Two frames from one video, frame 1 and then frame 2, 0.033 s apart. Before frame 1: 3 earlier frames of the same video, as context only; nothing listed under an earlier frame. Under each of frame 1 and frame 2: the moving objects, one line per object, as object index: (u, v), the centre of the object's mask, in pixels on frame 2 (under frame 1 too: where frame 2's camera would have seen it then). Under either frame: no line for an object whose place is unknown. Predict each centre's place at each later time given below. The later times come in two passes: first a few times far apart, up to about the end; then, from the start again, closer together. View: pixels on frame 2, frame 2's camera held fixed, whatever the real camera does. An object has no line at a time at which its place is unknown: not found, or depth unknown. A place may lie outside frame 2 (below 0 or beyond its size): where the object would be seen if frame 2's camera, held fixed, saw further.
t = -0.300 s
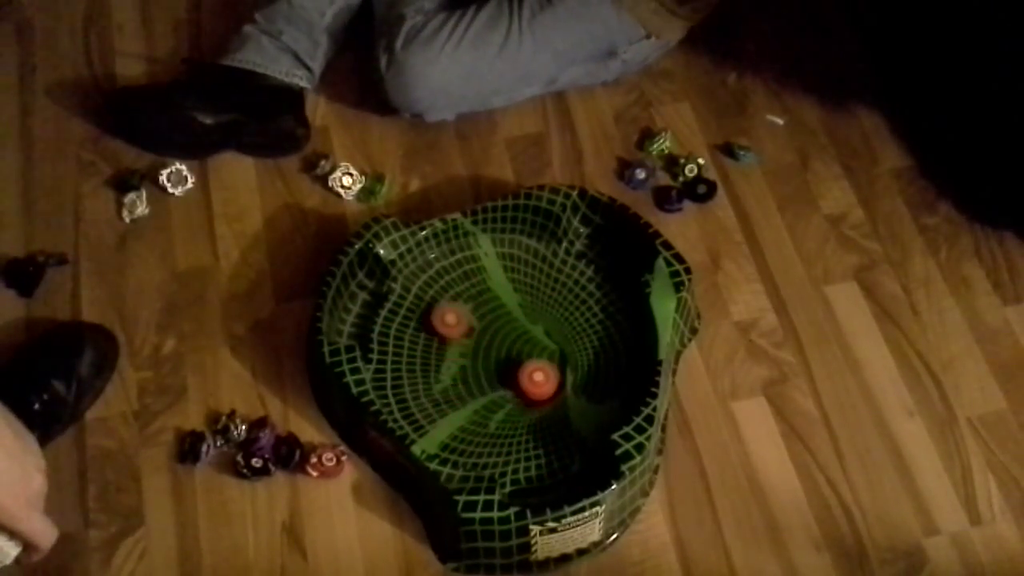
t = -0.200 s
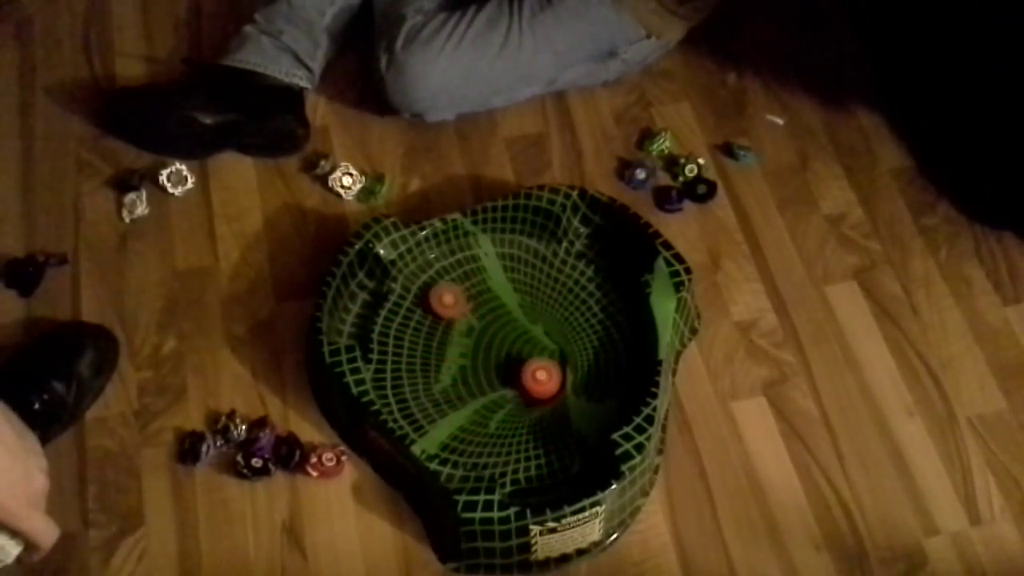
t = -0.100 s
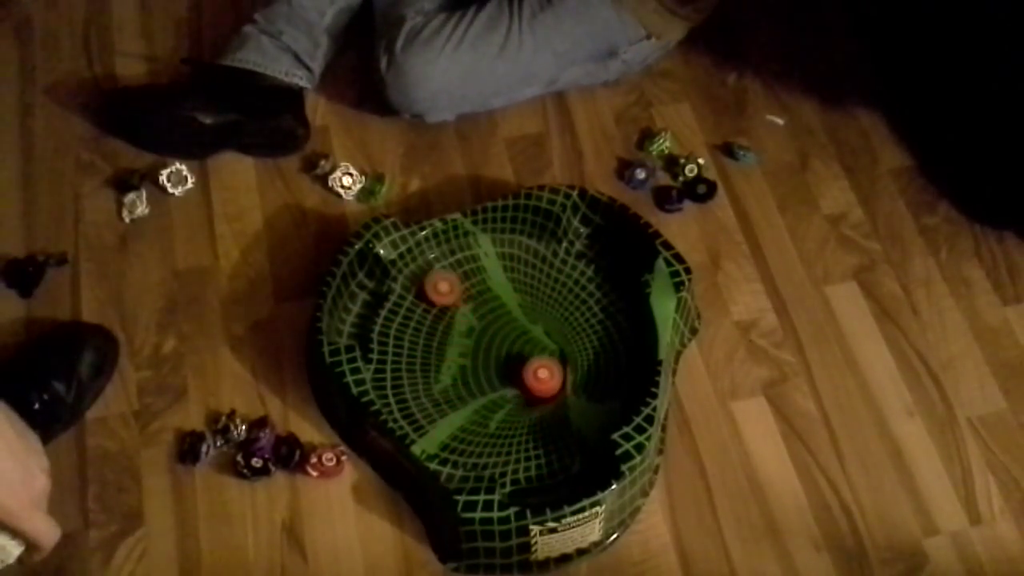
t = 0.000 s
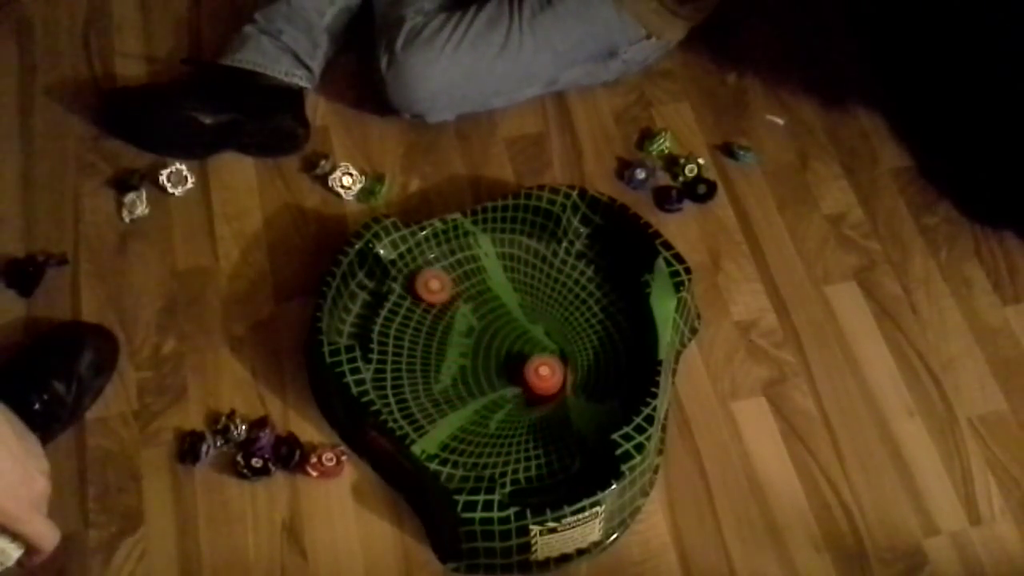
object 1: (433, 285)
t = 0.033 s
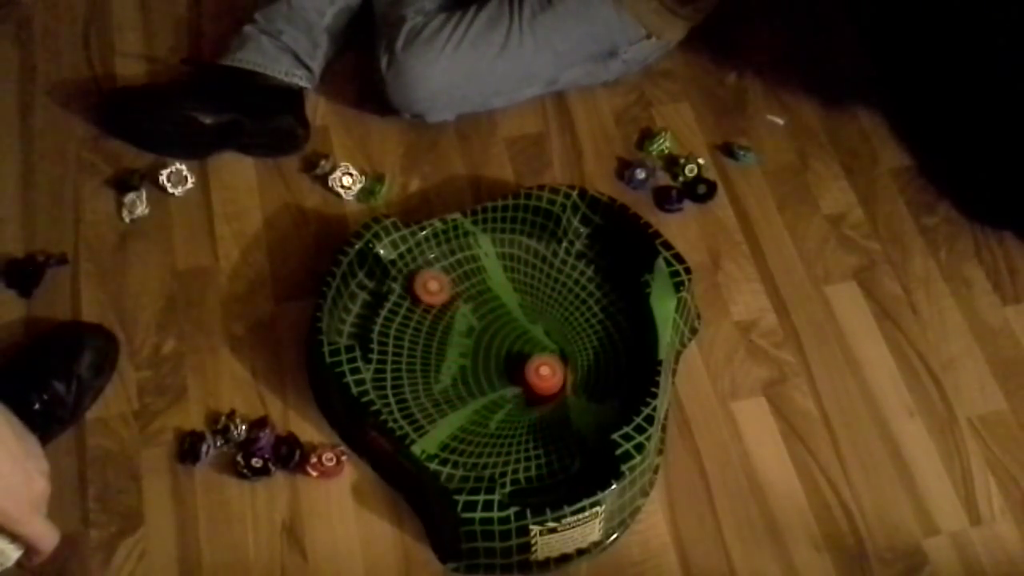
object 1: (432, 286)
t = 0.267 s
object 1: (460, 311)
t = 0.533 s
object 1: (520, 304)
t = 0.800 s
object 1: (558, 282)
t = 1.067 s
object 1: (550, 282)
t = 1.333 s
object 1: (545, 322)
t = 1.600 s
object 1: (566, 363)
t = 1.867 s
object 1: (589, 389)
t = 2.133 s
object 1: (571, 373)
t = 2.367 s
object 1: (525, 385)
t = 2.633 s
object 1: (478, 405)
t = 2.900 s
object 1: (459, 426)
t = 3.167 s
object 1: (481, 399)
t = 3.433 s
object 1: (459, 348)
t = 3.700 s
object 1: (419, 313)
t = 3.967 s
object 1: (443, 343)
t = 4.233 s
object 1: (527, 314)
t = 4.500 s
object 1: (537, 254)
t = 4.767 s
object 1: (490, 294)
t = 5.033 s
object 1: (494, 379)
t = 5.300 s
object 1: (553, 418)
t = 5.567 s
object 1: (578, 364)
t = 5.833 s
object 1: (503, 326)
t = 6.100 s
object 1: (428, 350)
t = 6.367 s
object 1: (440, 409)
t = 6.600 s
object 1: (504, 403)
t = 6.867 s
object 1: (545, 385)
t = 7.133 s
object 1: (552, 375)
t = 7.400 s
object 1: (531, 364)
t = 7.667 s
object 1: (498, 356)
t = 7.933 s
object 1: (469, 359)
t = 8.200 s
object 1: (465, 368)
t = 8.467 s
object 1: (484, 364)
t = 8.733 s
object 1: (507, 346)
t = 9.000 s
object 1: (518, 326)
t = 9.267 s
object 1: (516, 320)
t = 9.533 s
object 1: (508, 333)
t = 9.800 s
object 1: (508, 360)
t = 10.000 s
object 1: (517, 377)
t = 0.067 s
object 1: (432, 289)
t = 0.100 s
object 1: (433, 292)
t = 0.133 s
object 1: (437, 298)
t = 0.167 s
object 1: (439, 302)
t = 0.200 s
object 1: (445, 306)
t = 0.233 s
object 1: (452, 309)
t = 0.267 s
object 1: (460, 311)
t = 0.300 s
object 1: (467, 311)
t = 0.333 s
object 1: (475, 312)
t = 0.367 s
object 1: (483, 312)
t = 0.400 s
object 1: (489, 311)
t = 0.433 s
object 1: (497, 311)
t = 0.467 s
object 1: (505, 309)
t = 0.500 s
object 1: (512, 307)
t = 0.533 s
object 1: (520, 304)
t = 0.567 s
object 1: (527, 303)
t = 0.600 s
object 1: (532, 300)
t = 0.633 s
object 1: (538, 298)
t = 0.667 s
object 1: (544, 294)
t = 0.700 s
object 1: (549, 291)
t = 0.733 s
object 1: (554, 288)
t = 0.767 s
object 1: (557, 286)
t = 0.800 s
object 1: (558, 282)
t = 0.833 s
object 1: (560, 278)
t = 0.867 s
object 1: (560, 275)
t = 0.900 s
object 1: (560, 273)
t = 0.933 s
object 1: (559, 273)
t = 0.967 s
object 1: (558, 273)
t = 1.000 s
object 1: (556, 274)
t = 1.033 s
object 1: (553, 277)
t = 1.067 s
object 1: (550, 282)
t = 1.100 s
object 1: (546, 286)
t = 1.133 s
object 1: (543, 289)
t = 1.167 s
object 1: (541, 296)
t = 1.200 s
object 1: (540, 302)
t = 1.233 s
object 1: (540, 309)
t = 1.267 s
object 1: (540, 313)
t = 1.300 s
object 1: (543, 317)
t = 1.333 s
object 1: (545, 322)
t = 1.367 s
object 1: (547, 327)
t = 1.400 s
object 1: (550, 332)
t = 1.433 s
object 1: (552, 337)
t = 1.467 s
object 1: (555, 342)
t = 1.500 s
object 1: (557, 347)
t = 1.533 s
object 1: (560, 352)
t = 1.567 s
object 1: (562, 358)
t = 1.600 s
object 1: (566, 363)
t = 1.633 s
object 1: (569, 366)
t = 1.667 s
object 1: (572, 371)
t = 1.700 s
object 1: (575, 375)
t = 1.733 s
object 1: (579, 378)
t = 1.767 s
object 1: (582, 382)
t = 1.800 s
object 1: (585, 386)
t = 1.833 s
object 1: (587, 388)
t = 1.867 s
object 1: (589, 389)
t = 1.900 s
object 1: (591, 387)
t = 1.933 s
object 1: (593, 384)
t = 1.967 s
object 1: (593, 380)
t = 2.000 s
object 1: (591, 376)
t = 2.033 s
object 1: (588, 373)
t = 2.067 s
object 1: (584, 372)
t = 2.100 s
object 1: (578, 372)
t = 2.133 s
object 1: (571, 373)
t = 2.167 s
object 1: (565, 374)
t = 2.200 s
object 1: (558, 375)
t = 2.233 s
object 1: (551, 377)
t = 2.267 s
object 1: (544, 378)
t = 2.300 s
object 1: (537, 381)
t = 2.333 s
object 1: (531, 383)
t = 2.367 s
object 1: (525, 385)
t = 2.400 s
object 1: (518, 388)
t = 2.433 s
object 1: (512, 390)
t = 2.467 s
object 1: (506, 392)
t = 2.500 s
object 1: (500, 395)
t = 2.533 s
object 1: (494, 397)
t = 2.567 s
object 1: (489, 400)
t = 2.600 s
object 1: (482, 403)
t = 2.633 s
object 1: (478, 405)
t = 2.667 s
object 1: (472, 408)
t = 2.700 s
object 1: (468, 411)
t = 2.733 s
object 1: (463, 413)
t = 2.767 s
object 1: (457, 416)
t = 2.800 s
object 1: (454, 418)
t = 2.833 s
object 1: (454, 421)
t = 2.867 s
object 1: (455, 424)
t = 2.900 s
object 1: (459, 426)
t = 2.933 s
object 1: (463, 427)
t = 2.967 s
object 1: (469, 427)
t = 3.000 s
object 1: (474, 424)
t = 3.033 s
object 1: (478, 421)
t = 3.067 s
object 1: (479, 416)
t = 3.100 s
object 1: (480, 411)
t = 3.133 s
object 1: (480, 406)
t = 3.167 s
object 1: (481, 399)
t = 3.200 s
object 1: (480, 394)
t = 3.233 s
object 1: (479, 388)
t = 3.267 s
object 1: (477, 383)
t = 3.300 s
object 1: (474, 376)
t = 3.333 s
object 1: (470, 369)
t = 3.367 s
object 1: (467, 362)
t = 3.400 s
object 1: (463, 354)
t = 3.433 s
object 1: (459, 348)
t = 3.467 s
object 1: (454, 340)
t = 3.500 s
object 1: (448, 333)
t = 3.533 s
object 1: (444, 327)
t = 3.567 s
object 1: (438, 323)
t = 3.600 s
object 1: (432, 318)
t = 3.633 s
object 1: (428, 314)
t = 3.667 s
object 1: (424, 313)
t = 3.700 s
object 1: (419, 313)
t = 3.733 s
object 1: (416, 316)
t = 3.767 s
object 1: (414, 320)
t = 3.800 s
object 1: (415, 324)
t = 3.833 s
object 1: (416, 328)
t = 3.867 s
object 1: (420, 332)
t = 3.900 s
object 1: (426, 338)
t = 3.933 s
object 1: (433, 341)
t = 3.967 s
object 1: (443, 343)
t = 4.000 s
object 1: (454, 344)
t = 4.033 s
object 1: (464, 344)
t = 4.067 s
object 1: (476, 341)
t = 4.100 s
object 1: (487, 338)
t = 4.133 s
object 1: (498, 333)
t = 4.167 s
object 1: (509, 327)
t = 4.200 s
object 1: (518, 322)
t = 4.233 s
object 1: (527, 314)
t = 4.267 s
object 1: (534, 307)
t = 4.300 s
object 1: (540, 298)
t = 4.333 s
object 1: (544, 288)
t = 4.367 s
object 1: (546, 280)
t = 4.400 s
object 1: (545, 272)
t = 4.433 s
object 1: (544, 264)
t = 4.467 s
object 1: (541, 259)
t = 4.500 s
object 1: (537, 254)
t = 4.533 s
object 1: (531, 252)
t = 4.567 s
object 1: (524, 252)
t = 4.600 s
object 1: (517, 254)
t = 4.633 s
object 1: (510, 259)
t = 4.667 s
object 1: (504, 266)
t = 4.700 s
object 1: (497, 275)
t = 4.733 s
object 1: (492, 285)
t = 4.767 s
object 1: (490, 294)
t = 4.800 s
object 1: (486, 306)
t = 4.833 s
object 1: (487, 316)
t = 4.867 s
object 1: (489, 329)
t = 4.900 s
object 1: (489, 339)
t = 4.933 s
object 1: (488, 350)
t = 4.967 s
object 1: (489, 360)
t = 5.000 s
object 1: (491, 370)
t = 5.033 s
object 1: (494, 379)
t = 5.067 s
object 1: (498, 388)
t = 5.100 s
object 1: (504, 396)
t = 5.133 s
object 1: (511, 404)
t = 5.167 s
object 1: (518, 411)
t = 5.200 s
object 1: (526, 414)
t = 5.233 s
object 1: (535, 417)
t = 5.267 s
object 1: (544, 418)
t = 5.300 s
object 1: (553, 418)
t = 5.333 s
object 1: (561, 416)
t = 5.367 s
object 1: (569, 412)
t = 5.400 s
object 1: (577, 405)
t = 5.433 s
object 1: (582, 397)
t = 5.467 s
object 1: (585, 387)
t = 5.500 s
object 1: (585, 378)
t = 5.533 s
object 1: (583, 370)
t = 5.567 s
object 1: (578, 364)
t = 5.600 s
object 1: (573, 356)
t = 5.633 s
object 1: (564, 349)
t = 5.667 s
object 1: (556, 343)
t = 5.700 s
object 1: (545, 338)
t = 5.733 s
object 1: (535, 334)
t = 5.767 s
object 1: (523, 330)
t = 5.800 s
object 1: (512, 328)
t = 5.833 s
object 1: (503, 326)
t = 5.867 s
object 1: (492, 325)
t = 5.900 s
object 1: (482, 326)
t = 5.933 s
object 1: (471, 328)
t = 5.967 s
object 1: (460, 331)
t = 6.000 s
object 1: (451, 334)
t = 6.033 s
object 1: (443, 339)
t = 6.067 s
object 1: (435, 344)
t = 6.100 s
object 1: (428, 350)
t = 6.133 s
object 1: (423, 356)
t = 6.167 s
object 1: (419, 363)
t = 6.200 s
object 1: (417, 371)
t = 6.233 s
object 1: (417, 379)
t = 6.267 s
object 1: (419, 387)
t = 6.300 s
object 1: (425, 396)
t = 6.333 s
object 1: (431, 402)
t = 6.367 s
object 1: (440, 409)
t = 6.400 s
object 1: (450, 413)
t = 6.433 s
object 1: (459, 415)
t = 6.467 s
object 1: (467, 415)
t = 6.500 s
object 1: (477, 413)
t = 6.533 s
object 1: (487, 411)
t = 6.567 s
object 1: (496, 408)
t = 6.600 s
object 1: (504, 403)
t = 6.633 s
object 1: (512, 398)
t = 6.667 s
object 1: (520, 392)
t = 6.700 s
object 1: (527, 385)
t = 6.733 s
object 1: (533, 379)
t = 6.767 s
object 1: (535, 380)
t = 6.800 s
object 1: (538, 383)
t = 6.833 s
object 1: (542, 384)
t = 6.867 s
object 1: (545, 385)
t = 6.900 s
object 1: (547, 384)
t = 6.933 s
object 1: (550, 384)
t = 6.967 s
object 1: (552, 383)
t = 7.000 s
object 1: (553, 381)
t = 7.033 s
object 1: (553, 380)
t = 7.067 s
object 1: (553, 379)
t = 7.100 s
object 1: (553, 377)
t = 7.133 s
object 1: (552, 375)
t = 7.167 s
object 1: (551, 373)
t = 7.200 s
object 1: (548, 371)
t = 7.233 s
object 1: (546, 370)
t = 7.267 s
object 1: (544, 369)
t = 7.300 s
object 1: (541, 367)
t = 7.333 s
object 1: (539, 367)
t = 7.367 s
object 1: (536, 366)
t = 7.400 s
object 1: (531, 364)
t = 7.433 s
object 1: (527, 362)
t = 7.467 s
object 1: (522, 361)
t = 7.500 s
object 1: (518, 359)
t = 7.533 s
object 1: (514, 358)
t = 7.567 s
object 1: (510, 358)
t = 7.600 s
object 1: (505, 357)
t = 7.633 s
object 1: (501, 356)
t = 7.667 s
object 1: (498, 356)
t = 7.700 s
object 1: (494, 356)
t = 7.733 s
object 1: (489, 356)
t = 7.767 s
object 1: (486, 356)
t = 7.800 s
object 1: (483, 356)
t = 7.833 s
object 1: (478, 356)
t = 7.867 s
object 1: (475, 357)
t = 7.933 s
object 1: (469, 359)
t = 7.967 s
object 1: (465, 361)
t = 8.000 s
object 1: (463, 362)
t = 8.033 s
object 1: (462, 364)
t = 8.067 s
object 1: (462, 365)
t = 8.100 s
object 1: (462, 366)
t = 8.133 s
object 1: (462, 367)
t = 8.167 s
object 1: (463, 368)
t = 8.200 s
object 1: (465, 368)
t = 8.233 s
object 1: (466, 368)
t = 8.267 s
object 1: (467, 367)
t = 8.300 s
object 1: (470, 367)
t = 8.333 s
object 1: (472, 367)
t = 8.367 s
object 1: (475, 366)
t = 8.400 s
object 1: (478, 366)
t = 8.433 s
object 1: (481, 365)
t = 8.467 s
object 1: (484, 364)
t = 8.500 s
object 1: (487, 363)
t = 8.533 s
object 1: (490, 361)
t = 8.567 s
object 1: (493, 358)
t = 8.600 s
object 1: (496, 356)
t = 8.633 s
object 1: (499, 354)
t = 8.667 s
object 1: (501, 351)
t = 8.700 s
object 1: (504, 349)
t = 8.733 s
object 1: (507, 346)
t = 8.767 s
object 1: (510, 344)
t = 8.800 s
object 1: (511, 342)
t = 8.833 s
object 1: (513, 338)
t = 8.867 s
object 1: (515, 336)
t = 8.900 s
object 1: (516, 334)
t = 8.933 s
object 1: (517, 331)
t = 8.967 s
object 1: (518, 329)
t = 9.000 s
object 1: (518, 326)
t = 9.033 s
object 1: (519, 325)
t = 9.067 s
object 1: (520, 323)
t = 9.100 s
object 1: (520, 322)
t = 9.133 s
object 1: (520, 320)
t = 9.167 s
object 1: (519, 320)
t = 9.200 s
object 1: (518, 319)
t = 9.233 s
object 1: (517, 320)
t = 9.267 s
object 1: (516, 320)
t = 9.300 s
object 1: (515, 321)
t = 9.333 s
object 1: (514, 322)
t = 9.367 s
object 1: (512, 323)
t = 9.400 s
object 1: (511, 325)
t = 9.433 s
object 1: (510, 326)
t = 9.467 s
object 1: (510, 328)
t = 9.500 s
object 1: (509, 331)
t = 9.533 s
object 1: (508, 333)
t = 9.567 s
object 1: (507, 337)
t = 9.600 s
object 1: (507, 339)
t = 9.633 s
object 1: (507, 343)
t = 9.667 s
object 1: (507, 347)
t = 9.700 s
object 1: (507, 350)
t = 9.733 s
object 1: (508, 353)
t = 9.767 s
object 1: (508, 357)
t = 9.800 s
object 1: (508, 360)
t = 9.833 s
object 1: (510, 364)
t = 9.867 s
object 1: (511, 366)
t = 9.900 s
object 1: (512, 370)
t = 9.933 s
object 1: (513, 373)
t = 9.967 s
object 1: (515, 375)
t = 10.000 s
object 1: (517, 377)
